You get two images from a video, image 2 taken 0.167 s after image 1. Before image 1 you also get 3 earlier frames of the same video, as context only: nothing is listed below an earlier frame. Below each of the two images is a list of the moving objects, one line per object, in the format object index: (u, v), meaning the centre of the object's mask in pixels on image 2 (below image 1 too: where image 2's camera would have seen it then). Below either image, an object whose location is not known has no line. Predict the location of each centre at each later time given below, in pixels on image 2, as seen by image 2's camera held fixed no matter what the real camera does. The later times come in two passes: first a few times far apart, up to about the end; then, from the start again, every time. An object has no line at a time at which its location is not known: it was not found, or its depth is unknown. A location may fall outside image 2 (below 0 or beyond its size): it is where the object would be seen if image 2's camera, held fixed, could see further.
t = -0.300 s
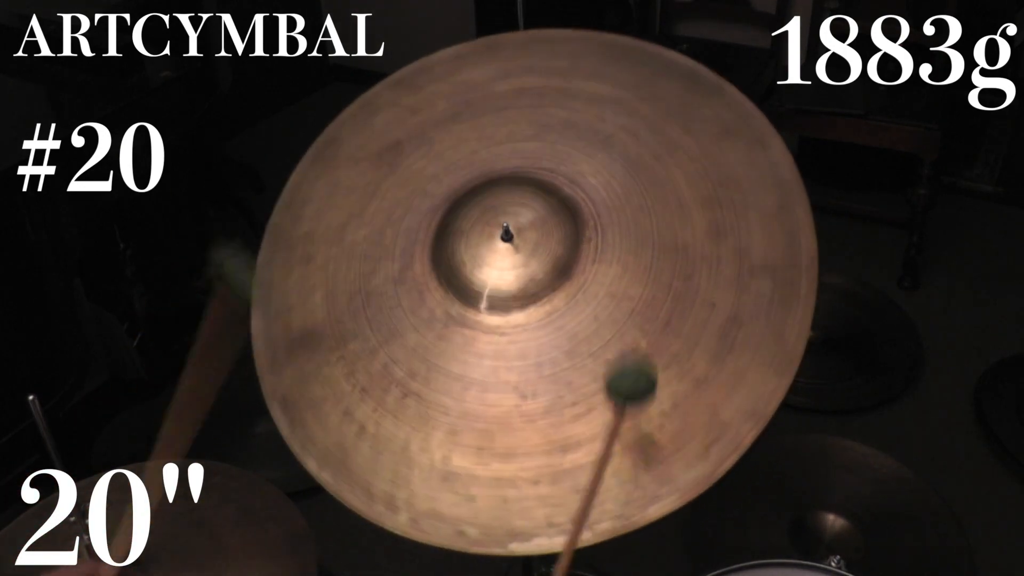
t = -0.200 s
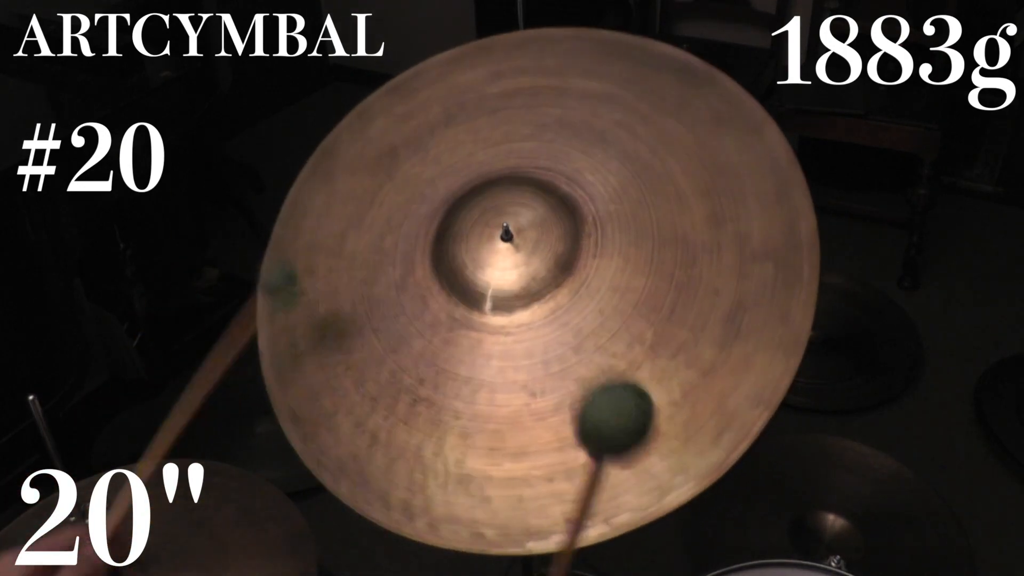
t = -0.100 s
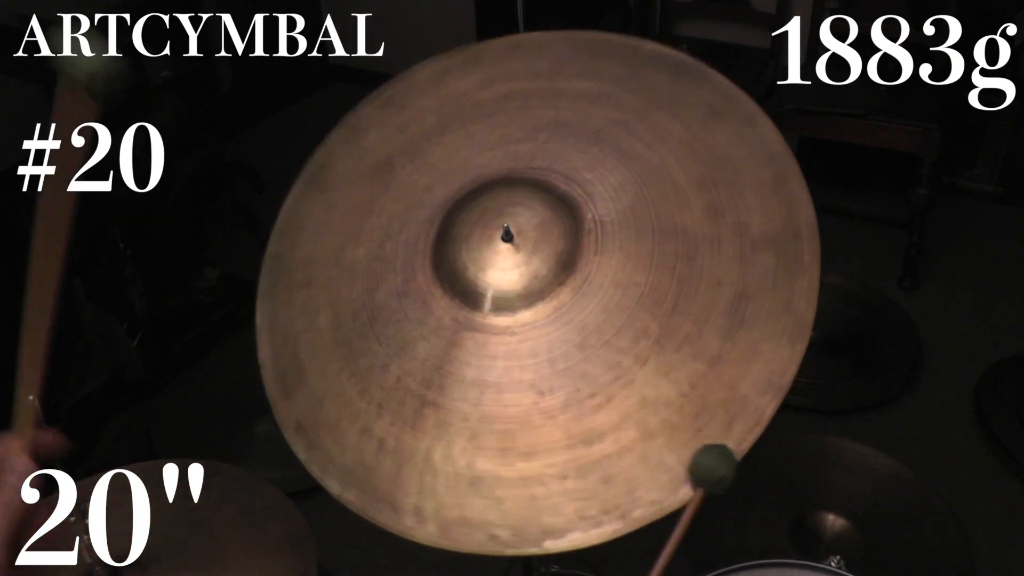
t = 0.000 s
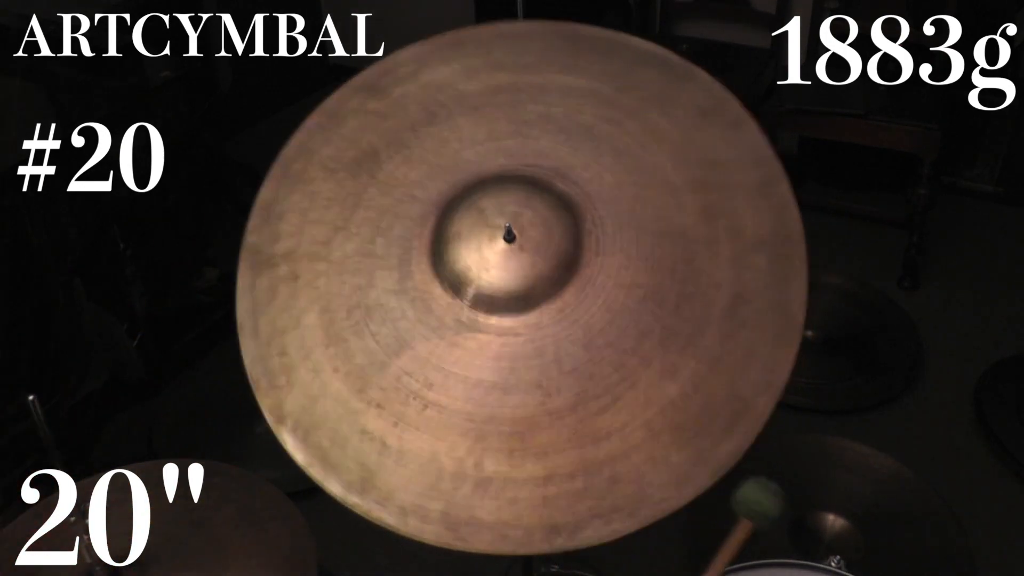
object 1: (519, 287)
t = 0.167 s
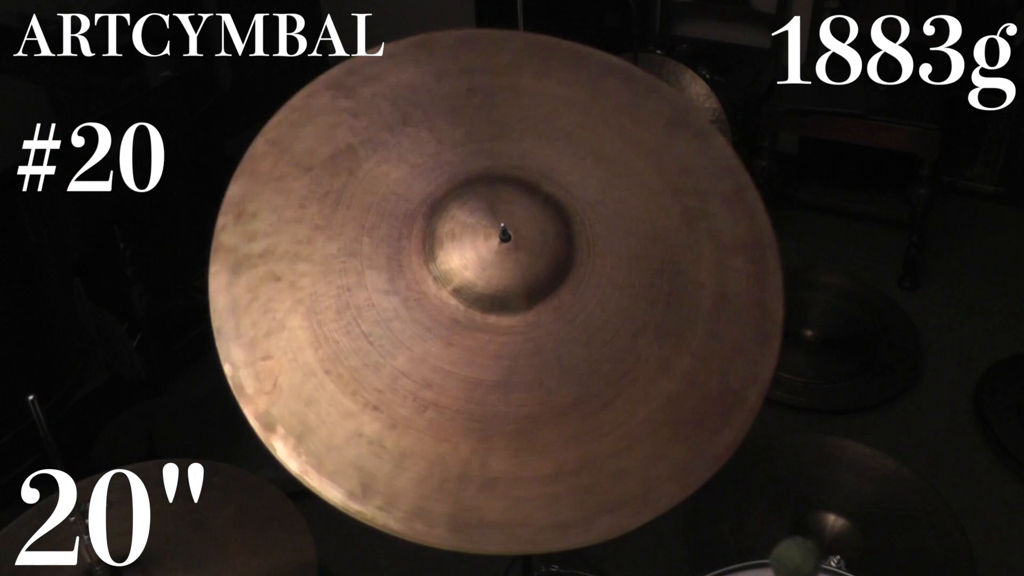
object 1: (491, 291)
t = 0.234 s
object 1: (490, 297)
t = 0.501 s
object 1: (515, 315)
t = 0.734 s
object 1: (539, 306)
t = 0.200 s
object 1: (490, 294)
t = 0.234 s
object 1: (490, 297)
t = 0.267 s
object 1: (491, 301)
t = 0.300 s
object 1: (492, 304)
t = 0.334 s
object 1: (496, 307)
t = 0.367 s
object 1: (500, 310)
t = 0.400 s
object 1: (502, 311)
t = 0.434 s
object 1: (505, 313)
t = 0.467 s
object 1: (510, 314)
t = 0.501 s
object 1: (515, 315)
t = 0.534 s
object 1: (521, 314)
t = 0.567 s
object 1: (524, 314)
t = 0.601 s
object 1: (529, 312)
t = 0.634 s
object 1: (531, 311)
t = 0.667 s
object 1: (535, 310)
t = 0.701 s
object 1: (536, 308)
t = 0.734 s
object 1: (539, 306)
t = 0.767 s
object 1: (540, 304)
